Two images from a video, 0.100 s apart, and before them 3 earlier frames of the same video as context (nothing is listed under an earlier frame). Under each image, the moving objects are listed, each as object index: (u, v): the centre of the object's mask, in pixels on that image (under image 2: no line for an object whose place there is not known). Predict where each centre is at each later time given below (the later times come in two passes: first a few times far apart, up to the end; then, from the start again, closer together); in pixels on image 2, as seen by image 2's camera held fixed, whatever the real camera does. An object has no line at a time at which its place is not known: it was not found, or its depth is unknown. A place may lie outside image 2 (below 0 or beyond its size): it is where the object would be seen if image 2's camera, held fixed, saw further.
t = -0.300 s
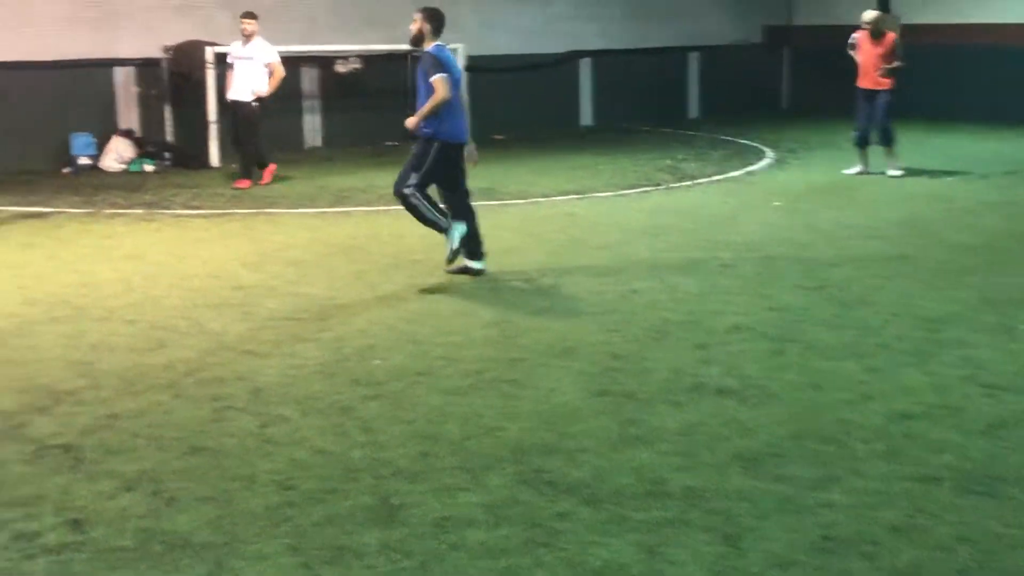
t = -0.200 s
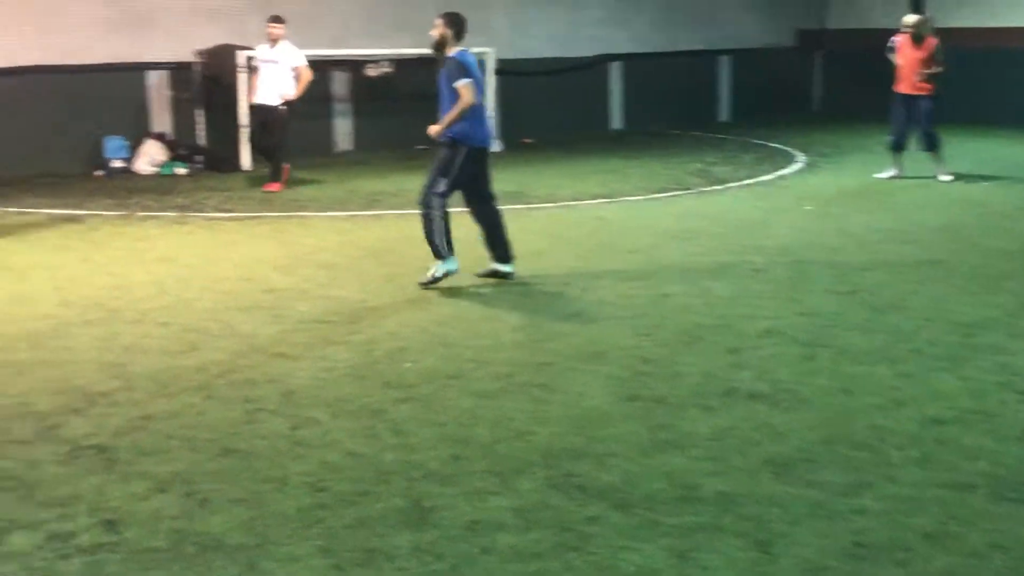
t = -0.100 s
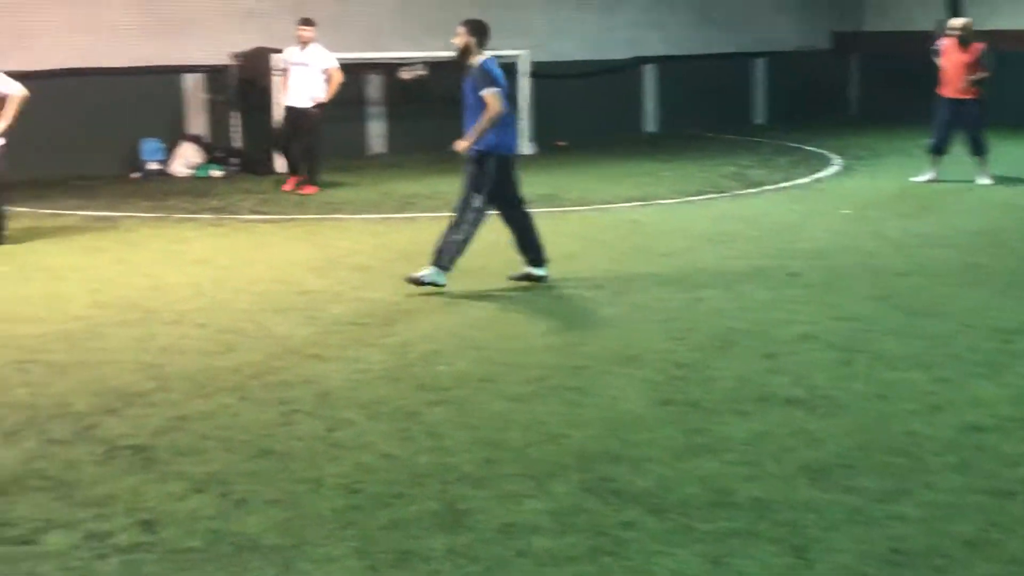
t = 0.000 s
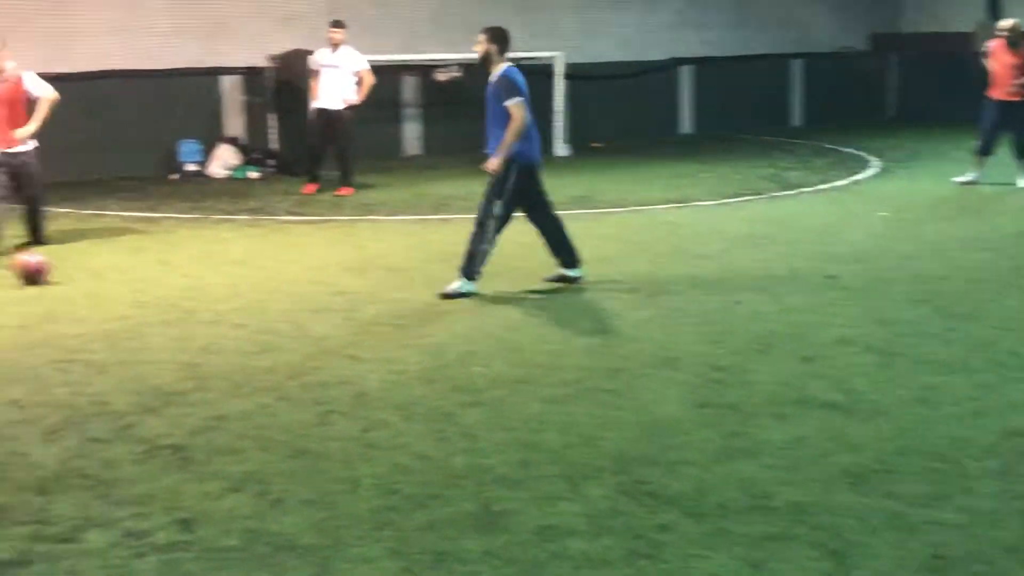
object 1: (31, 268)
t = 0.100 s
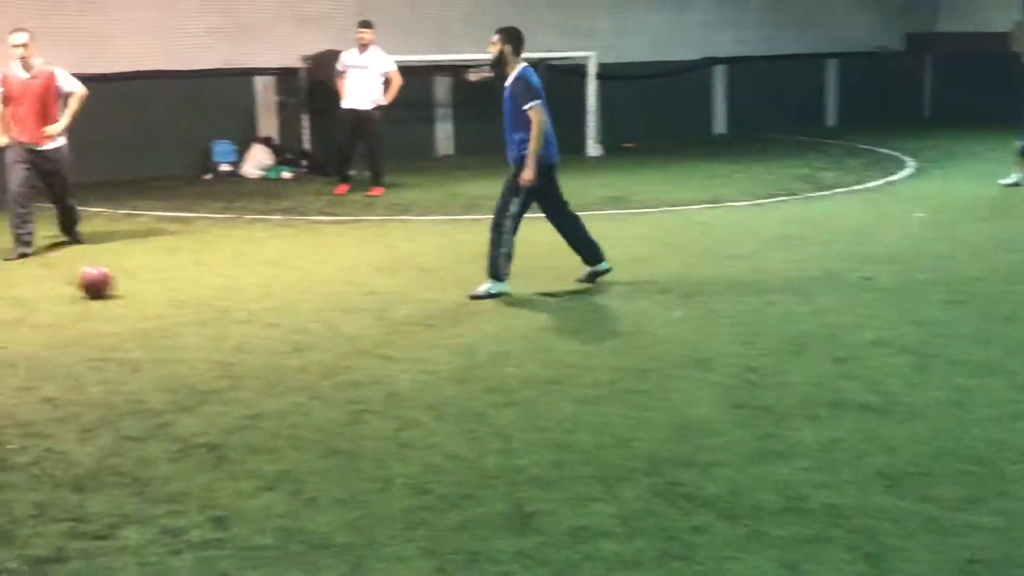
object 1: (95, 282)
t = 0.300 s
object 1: (149, 308)
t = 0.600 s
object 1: (252, 359)
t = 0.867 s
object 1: (378, 415)
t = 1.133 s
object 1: (553, 492)
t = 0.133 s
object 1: (105, 286)
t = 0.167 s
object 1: (113, 290)
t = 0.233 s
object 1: (132, 300)
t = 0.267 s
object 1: (141, 303)
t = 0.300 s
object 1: (149, 308)
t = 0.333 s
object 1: (160, 314)
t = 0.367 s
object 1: (170, 321)
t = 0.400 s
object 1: (180, 325)
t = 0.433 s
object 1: (191, 330)
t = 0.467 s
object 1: (203, 337)
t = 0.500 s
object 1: (215, 339)
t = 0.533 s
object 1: (226, 343)
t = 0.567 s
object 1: (239, 349)
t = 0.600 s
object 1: (252, 359)
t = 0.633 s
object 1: (266, 365)
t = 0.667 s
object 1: (279, 370)
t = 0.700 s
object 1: (295, 378)
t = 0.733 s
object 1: (309, 384)
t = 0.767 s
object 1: (326, 391)
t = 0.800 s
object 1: (343, 400)
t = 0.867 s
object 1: (378, 415)
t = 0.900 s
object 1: (397, 423)
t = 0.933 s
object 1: (416, 431)
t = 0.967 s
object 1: (436, 441)
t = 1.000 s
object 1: (457, 451)
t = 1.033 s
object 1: (479, 461)
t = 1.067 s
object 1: (504, 472)
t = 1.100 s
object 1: (529, 482)
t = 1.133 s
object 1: (553, 492)
